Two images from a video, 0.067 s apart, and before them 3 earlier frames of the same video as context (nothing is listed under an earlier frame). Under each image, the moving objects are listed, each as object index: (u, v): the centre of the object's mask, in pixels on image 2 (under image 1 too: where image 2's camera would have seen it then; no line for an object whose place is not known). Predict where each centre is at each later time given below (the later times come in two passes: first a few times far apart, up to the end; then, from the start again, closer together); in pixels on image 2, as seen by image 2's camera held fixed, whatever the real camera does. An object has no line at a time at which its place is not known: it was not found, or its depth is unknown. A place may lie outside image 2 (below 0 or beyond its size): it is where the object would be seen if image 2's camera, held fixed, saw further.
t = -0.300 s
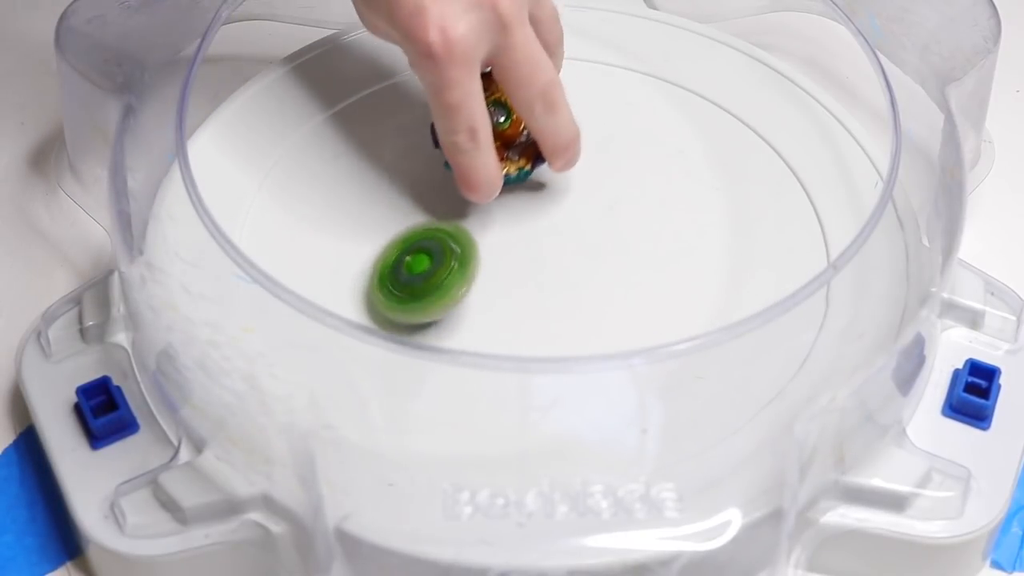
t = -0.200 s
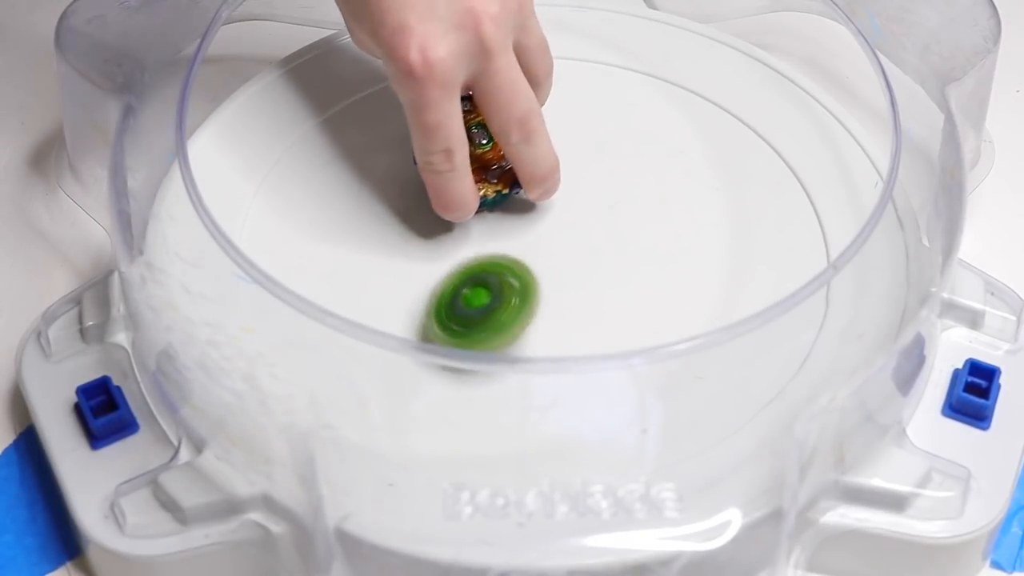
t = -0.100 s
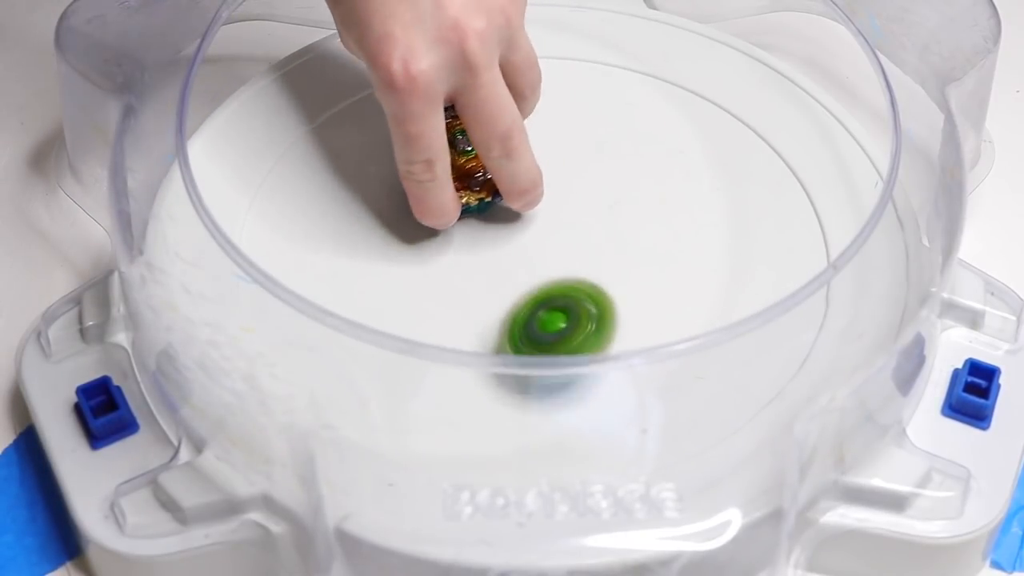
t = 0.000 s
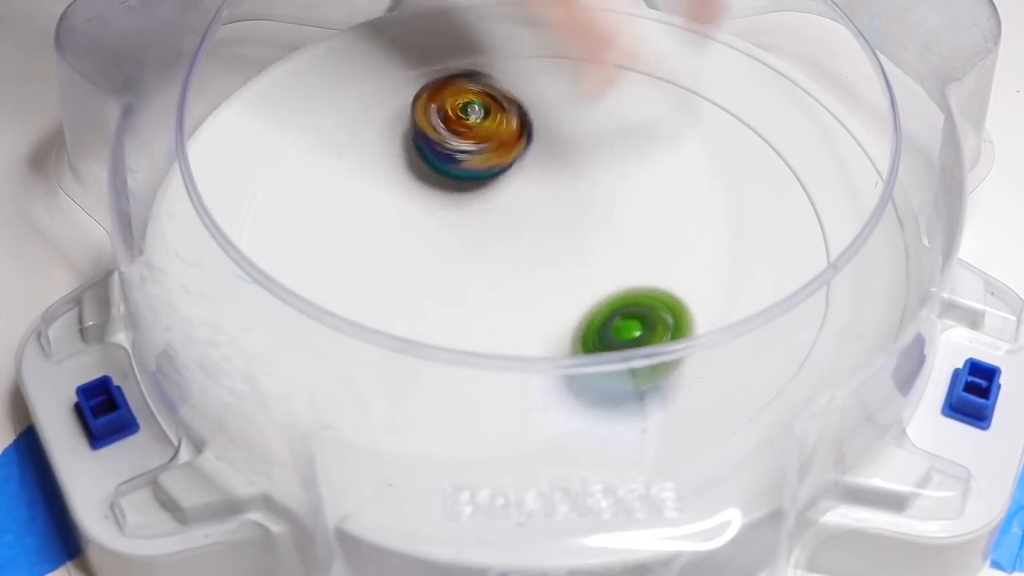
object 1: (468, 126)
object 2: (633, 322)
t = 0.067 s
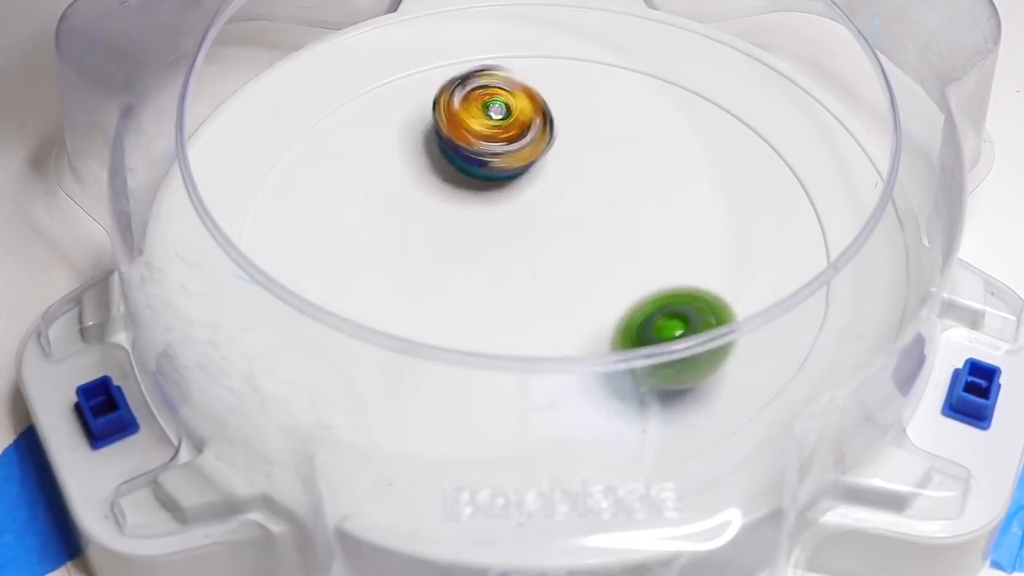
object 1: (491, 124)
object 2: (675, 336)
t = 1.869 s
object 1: (636, 226)
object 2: (390, 209)
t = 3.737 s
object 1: (434, 191)
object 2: (742, 308)
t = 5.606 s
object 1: (521, 259)
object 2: (664, 243)
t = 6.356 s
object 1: (492, 203)
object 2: (524, 324)
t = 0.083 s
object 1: (496, 125)
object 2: (683, 336)
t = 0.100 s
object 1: (502, 127)
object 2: (691, 336)
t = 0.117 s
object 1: (507, 129)
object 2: (700, 334)
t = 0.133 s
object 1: (512, 133)
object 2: (709, 331)
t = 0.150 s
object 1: (518, 137)
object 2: (715, 330)
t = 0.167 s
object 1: (522, 142)
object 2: (722, 326)
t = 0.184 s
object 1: (527, 145)
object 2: (727, 324)
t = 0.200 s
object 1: (531, 152)
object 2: (734, 322)
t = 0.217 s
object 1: (535, 158)
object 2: (738, 320)
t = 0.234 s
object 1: (540, 164)
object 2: (742, 318)
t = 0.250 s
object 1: (545, 170)
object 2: (743, 318)
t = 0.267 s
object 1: (549, 176)
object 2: (750, 315)
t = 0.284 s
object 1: (553, 182)
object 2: (750, 315)
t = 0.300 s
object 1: (556, 189)
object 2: (751, 312)
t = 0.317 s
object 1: (560, 195)
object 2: (749, 309)
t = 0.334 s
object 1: (563, 201)
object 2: (748, 304)
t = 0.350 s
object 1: (567, 207)
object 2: (745, 300)
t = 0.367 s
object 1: (570, 212)
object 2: (737, 290)
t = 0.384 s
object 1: (572, 217)
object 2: (735, 288)
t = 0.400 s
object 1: (574, 223)
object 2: (732, 287)
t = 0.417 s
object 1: (577, 227)
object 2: (728, 286)
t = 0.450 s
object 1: (582, 236)
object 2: (716, 285)
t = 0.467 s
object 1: (583, 239)
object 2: (707, 285)
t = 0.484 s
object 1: (584, 242)
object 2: (697, 286)
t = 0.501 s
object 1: (575, 237)
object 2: (700, 293)
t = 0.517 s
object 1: (565, 227)
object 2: (702, 301)
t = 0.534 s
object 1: (557, 217)
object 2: (710, 324)
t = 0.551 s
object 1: (548, 211)
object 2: (717, 346)
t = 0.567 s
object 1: (539, 203)
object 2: (718, 357)
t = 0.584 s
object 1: (533, 194)
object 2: (722, 375)
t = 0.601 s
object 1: (525, 187)
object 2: (724, 378)
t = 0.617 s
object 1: (518, 184)
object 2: (721, 386)
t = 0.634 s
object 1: (513, 176)
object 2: (714, 388)
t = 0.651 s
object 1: (507, 169)
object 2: (699, 398)
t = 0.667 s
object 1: (503, 165)
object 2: (695, 394)
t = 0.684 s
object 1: (497, 162)
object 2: (686, 395)
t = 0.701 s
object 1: (495, 158)
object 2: (666, 401)
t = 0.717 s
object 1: (492, 153)
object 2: (650, 405)
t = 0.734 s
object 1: (489, 153)
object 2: (639, 404)
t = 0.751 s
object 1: (486, 150)
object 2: (628, 402)
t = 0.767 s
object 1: (484, 149)
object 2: (614, 402)
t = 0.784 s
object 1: (483, 149)
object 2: (604, 391)
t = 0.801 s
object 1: (482, 149)
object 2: (592, 387)
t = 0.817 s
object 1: (482, 150)
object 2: (581, 378)
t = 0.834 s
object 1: (482, 152)
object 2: (569, 374)
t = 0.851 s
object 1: (482, 154)
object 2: (557, 356)
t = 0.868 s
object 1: (483, 156)
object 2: (547, 355)
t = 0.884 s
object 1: (485, 159)
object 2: (536, 346)
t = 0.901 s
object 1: (488, 162)
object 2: (532, 325)
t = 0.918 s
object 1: (490, 165)
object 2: (519, 322)
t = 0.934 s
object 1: (491, 169)
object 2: (508, 317)
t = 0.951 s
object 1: (492, 173)
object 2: (495, 312)
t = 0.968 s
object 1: (493, 178)
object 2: (484, 304)
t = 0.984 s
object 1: (496, 183)
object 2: (474, 296)
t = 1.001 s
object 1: (498, 187)
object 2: (464, 287)
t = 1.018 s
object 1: (500, 190)
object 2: (454, 279)
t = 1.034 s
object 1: (505, 193)
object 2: (437, 277)
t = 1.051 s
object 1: (512, 196)
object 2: (419, 276)
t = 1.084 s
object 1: (525, 198)
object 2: (383, 274)
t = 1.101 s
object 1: (531, 200)
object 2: (367, 272)
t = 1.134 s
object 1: (541, 204)
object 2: (341, 265)
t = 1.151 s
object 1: (545, 206)
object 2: (331, 265)
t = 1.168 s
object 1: (551, 209)
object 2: (321, 261)
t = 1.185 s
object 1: (555, 211)
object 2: (314, 259)
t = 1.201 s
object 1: (558, 214)
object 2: (307, 257)
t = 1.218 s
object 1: (562, 217)
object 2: (302, 256)
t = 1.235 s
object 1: (566, 220)
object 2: (298, 254)
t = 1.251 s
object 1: (570, 223)
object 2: (295, 253)
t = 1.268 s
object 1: (573, 226)
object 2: (294, 253)
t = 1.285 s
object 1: (575, 229)
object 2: (293, 253)
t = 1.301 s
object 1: (579, 232)
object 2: (293, 254)
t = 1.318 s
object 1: (580, 235)
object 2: (295, 255)
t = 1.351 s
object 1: (585, 239)
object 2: (302, 258)
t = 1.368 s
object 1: (587, 242)
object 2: (307, 260)
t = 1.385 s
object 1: (588, 243)
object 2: (313, 261)
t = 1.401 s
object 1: (589, 245)
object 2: (320, 264)
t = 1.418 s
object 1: (590, 247)
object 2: (328, 266)
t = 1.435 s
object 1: (591, 248)
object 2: (336, 269)
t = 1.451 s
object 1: (591, 248)
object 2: (347, 271)
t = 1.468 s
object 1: (591, 249)
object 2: (359, 272)
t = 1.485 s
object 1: (591, 249)
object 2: (373, 273)
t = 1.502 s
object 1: (591, 248)
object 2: (387, 274)
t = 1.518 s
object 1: (591, 249)
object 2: (401, 274)
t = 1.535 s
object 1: (590, 248)
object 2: (415, 273)
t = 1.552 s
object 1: (588, 249)
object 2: (429, 274)
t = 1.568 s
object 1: (587, 249)
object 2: (444, 273)
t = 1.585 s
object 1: (585, 249)
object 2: (458, 271)
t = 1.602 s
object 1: (592, 248)
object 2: (458, 269)
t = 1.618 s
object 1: (601, 247)
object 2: (452, 266)
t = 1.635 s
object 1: (610, 246)
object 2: (447, 262)
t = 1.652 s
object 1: (616, 245)
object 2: (442, 260)
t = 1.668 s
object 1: (623, 244)
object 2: (436, 256)
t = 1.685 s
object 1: (629, 242)
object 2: (430, 252)
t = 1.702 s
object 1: (632, 241)
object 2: (425, 249)
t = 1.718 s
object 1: (636, 238)
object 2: (420, 245)
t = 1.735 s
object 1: (638, 237)
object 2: (415, 241)
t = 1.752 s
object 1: (640, 236)
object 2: (411, 238)
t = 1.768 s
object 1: (641, 234)
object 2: (407, 233)
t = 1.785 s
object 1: (641, 233)
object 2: (402, 229)
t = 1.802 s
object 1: (640, 231)
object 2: (399, 225)
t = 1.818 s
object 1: (639, 229)
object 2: (397, 221)
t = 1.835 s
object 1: (639, 229)
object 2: (394, 218)
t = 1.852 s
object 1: (636, 228)
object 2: (392, 213)
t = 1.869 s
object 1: (636, 226)
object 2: (390, 209)
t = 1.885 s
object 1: (632, 226)
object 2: (389, 206)
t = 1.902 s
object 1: (629, 225)
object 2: (388, 202)
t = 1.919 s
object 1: (625, 225)
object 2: (387, 199)
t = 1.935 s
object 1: (623, 224)
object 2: (387, 197)
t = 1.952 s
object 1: (620, 223)
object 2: (388, 194)
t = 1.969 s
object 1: (615, 222)
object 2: (388, 193)
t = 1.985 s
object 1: (611, 222)
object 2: (390, 191)
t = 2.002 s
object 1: (605, 222)
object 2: (392, 189)
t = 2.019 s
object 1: (602, 221)
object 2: (395, 188)
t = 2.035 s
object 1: (596, 220)
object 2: (398, 186)
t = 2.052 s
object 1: (592, 219)
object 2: (402, 186)
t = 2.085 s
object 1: (578, 218)
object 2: (411, 184)
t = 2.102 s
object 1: (571, 217)
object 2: (416, 184)
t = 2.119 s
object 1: (566, 215)
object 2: (422, 184)
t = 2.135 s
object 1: (558, 215)
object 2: (428, 185)
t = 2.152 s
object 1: (553, 213)
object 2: (433, 185)
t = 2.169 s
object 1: (554, 216)
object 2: (430, 180)
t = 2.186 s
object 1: (555, 221)
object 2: (423, 173)
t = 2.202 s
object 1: (557, 223)
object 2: (418, 166)
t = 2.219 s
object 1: (558, 225)
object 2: (413, 161)
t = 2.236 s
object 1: (560, 228)
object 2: (409, 154)
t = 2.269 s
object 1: (562, 234)
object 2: (401, 144)
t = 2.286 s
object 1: (564, 236)
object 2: (399, 140)
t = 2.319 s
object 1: (566, 239)
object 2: (395, 133)
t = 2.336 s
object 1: (566, 239)
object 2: (394, 131)
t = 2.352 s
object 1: (566, 239)
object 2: (393, 128)
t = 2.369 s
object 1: (567, 239)
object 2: (392, 127)
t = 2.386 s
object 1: (567, 238)
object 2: (392, 127)
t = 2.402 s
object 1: (567, 238)
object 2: (392, 126)
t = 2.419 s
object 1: (566, 237)
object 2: (393, 127)
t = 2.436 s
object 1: (565, 237)
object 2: (395, 127)
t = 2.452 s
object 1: (563, 237)
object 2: (397, 127)
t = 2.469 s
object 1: (563, 238)
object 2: (399, 129)
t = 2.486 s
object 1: (561, 237)
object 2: (402, 132)
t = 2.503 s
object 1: (560, 238)
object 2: (405, 134)
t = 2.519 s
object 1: (558, 238)
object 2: (408, 137)
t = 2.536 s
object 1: (557, 239)
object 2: (412, 140)
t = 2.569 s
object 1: (553, 240)
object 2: (422, 146)
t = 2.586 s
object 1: (553, 241)
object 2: (427, 150)
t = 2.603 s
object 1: (551, 242)
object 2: (432, 153)
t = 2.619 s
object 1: (551, 243)
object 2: (438, 157)
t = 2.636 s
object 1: (550, 244)
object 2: (444, 160)
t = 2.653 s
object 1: (551, 245)
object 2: (451, 163)
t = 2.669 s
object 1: (551, 244)
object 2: (458, 168)
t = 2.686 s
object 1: (552, 245)
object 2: (465, 171)
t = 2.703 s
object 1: (553, 245)
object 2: (471, 173)
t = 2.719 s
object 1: (554, 247)
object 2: (479, 174)
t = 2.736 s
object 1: (552, 253)
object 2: (490, 165)
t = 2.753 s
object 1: (550, 265)
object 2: (503, 162)
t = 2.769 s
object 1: (550, 271)
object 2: (514, 159)
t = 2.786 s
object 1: (547, 282)
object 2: (527, 150)
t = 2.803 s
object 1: (544, 289)
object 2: (538, 146)
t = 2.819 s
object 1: (543, 292)
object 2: (549, 139)
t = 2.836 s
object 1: (538, 302)
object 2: (559, 133)
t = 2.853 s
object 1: (533, 304)
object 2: (568, 130)
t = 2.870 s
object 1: (530, 307)
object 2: (579, 123)
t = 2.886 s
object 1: (525, 311)
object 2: (588, 120)
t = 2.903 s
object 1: (519, 312)
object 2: (597, 116)
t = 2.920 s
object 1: (515, 313)
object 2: (605, 114)
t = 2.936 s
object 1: (511, 316)
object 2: (613, 111)
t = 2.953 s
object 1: (507, 317)
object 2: (620, 109)
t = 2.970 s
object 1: (505, 317)
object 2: (625, 107)
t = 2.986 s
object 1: (503, 318)
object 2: (632, 106)
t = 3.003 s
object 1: (503, 318)
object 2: (637, 105)
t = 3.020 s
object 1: (504, 318)
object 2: (641, 103)
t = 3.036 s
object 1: (504, 317)
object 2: (645, 104)
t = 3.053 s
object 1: (504, 317)
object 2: (648, 105)
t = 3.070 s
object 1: (505, 316)
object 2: (650, 105)
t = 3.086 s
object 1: (506, 314)
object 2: (652, 107)
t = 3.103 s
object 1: (507, 314)
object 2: (653, 109)
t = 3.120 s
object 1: (508, 313)
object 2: (653, 112)
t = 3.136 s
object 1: (508, 310)
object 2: (652, 115)
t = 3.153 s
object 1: (507, 309)
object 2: (653, 118)
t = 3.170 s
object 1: (508, 306)
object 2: (651, 123)
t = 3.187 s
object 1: (508, 303)
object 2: (649, 126)
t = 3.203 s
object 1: (509, 300)
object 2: (647, 132)
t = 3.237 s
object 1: (511, 291)
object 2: (640, 142)
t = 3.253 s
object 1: (513, 287)
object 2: (637, 149)
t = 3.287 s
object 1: (517, 277)
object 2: (629, 161)
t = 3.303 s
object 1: (521, 271)
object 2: (625, 169)
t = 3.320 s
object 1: (523, 266)
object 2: (621, 177)
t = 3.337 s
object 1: (526, 261)
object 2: (616, 183)
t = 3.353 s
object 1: (530, 254)
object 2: (615, 189)
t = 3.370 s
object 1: (518, 242)
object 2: (624, 197)
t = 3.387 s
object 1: (504, 233)
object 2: (643, 204)
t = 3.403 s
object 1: (489, 228)
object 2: (657, 212)
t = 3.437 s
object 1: (465, 214)
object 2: (691, 224)
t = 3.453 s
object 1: (455, 208)
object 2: (707, 235)
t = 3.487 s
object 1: (437, 196)
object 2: (734, 250)
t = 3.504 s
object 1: (429, 192)
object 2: (745, 256)
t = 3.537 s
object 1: (420, 185)
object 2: (761, 264)
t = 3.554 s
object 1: (417, 182)
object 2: (768, 267)
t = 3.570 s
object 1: (415, 182)
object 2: (780, 278)
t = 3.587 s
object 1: (414, 180)
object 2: (790, 285)
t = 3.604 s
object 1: (414, 181)
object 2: (796, 287)
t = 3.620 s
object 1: (415, 181)
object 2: (805, 301)
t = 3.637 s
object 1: (416, 182)
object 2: (795, 291)
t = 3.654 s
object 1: (419, 183)
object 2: (793, 309)
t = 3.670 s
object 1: (421, 185)
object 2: (781, 299)
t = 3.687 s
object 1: (424, 186)
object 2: (772, 305)
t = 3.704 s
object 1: (427, 188)
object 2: (763, 305)
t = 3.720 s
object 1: (431, 189)
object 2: (755, 310)
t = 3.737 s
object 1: (434, 191)
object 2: (742, 308)
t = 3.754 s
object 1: (438, 193)
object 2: (732, 311)
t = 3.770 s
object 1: (443, 194)
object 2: (716, 311)
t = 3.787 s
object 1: (448, 197)
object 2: (705, 303)
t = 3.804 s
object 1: (452, 200)
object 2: (691, 305)
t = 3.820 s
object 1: (458, 202)
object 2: (681, 308)
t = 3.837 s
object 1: (462, 203)
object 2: (665, 309)
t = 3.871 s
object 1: (473, 209)
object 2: (636, 310)
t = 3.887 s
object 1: (478, 212)
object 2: (626, 312)
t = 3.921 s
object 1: (490, 219)
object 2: (596, 311)
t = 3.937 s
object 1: (496, 223)
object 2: (580, 312)
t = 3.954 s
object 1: (502, 226)
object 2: (567, 310)
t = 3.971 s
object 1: (507, 229)
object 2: (550, 311)
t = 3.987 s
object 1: (515, 227)
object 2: (540, 314)
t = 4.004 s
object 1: (523, 225)
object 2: (521, 317)
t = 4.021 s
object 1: (530, 224)
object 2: (506, 315)
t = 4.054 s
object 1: (543, 221)
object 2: (474, 315)
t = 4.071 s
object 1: (548, 219)
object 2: (459, 313)
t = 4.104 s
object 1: (556, 218)
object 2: (428, 308)
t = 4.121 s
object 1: (559, 217)
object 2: (415, 308)
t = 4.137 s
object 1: (560, 216)
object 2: (399, 302)
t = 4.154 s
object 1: (561, 215)
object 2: (388, 299)
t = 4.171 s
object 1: (562, 215)
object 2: (374, 297)
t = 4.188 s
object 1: (562, 215)
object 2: (365, 290)
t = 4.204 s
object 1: (562, 214)
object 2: (356, 291)
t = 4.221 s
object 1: (562, 214)
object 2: (345, 283)
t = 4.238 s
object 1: (562, 214)
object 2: (339, 280)
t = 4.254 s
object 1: (560, 214)
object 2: (331, 278)
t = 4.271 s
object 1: (558, 215)
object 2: (325, 271)
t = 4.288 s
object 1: (558, 215)
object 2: (321, 270)
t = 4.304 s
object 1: (556, 216)
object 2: (314, 265)
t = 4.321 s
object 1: (554, 217)
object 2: (311, 260)
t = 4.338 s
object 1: (553, 217)
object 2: (306, 259)
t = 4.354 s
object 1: (551, 218)
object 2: (304, 253)
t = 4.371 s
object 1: (549, 219)
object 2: (303, 251)
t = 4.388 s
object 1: (546, 220)
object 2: (300, 248)
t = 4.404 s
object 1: (545, 222)
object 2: (300, 244)
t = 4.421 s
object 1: (543, 223)
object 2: (301, 242)
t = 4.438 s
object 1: (541, 225)
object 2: (303, 239)
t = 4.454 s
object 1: (540, 226)
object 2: (305, 235)
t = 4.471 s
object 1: (539, 227)
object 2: (309, 231)
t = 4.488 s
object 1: (537, 229)
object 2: (313, 228)
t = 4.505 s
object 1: (536, 231)
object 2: (319, 225)
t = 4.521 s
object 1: (535, 232)
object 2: (325, 221)
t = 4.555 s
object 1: (532, 234)
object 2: (336, 215)
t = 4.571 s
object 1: (531, 236)
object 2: (344, 211)
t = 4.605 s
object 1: (528, 238)
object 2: (360, 204)
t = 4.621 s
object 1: (527, 240)
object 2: (368, 200)
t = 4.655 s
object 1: (525, 242)
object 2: (388, 193)
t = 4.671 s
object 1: (523, 243)
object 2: (398, 189)
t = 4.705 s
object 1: (521, 247)
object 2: (417, 180)
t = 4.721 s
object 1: (520, 247)
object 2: (427, 175)
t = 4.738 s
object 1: (518, 249)
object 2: (437, 170)
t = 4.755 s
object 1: (519, 251)
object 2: (448, 164)
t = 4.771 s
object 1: (518, 252)
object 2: (457, 161)
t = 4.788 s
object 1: (517, 252)
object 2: (469, 156)
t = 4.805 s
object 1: (517, 254)
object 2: (480, 152)
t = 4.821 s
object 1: (518, 257)
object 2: (489, 147)
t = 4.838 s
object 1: (518, 257)
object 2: (499, 141)
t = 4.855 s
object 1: (518, 257)
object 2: (508, 138)
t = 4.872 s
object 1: (518, 259)
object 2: (517, 133)
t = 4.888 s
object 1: (520, 260)
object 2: (526, 128)
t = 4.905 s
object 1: (521, 261)
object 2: (533, 124)
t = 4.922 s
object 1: (522, 261)
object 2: (542, 120)
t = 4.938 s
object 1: (524, 262)
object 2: (549, 116)
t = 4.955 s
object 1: (526, 262)
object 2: (555, 112)
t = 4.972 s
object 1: (527, 262)
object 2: (562, 109)
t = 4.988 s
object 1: (528, 262)
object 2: (568, 107)
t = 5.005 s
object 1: (531, 262)
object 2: (573, 104)
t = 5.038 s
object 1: (534, 261)
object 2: (581, 101)
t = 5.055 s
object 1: (535, 261)
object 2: (585, 101)
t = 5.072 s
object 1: (537, 261)
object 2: (589, 100)
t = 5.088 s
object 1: (538, 260)
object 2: (590, 100)
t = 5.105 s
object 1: (540, 259)
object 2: (592, 101)
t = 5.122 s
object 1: (540, 258)
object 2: (595, 103)
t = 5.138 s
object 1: (542, 257)
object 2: (596, 104)
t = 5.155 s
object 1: (543, 256)
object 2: (598, 105)
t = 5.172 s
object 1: (544, 255)
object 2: (598, 109)
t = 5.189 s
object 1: (546, 254)
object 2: (599, 112)
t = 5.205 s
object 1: (547, 253)
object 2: (601, 115)
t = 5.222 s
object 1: (547, 252)
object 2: (600, 118)
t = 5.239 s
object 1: (548, 250)
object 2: (601, 123)
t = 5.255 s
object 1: (549, 249)
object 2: (603, 127)
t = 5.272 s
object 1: (549, 248)
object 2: (603, 133)
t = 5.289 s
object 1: (550, 247)
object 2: (605, 138)
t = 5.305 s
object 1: (550, 245)
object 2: (604, 148)
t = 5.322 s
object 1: (551, 244)
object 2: (606, 153)
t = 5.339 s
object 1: (548, 243)
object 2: (614, 157)
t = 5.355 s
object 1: (542, 246)
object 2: (617, 162)
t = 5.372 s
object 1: (537, 249)
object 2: (624, 165)
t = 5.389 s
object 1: (533, 252)
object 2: (631, 169)
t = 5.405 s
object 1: (529, 253)
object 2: (634, 175)
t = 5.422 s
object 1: (526, 255)
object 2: (639, 179)
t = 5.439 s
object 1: (523, 256)
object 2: (644, 185)
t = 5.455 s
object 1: (521, 258)
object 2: (646, 191)
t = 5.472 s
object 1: (520, 258)
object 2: (649, 197)
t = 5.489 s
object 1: (520, 259)
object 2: (654, 203)
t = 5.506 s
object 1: (520, 260)
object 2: (656, 208)
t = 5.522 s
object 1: (520, 260)
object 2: (658, 214)
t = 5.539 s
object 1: (520, 259)
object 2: (661, 220)
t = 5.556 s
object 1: (520, 259)
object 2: (661, 226)
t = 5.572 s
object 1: (521, 259)
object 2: (663, 231)
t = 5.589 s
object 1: (522, 259)
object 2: (665, 237)
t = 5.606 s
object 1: (521, 259)
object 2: (664, 243)
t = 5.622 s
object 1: (521, 258)
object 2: (665, 248)
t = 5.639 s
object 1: (521, 259)
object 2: (666, 254)
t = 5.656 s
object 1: (522, 258)
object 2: (664, 259)
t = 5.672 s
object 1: (522, 258)
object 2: (663, 264)
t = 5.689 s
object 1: (521, 258)
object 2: (662, 270)
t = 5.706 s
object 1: (521, 258)
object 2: (659, 274)
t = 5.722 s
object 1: (522, 257)
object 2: (657, 279)
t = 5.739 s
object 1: (522, 256)
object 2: (655, 285)
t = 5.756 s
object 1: (521, 257)
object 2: (651, 288)
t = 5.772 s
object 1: (522, 257)
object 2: (649, 293)
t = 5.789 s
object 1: (522, 256)
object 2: (645, 298)
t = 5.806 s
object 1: (522, 255)
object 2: (640, 300)
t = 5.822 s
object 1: (522, 256)
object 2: (635, 303)
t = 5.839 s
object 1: (522, 255)
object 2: (632, 306)
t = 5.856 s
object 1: (521, 254)
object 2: (625, 308)
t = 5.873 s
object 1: (518, 251)
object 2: (624, 310)
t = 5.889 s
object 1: (514, 248)
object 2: (624, 315)
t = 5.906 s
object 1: (510, 246)
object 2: (620, 316)
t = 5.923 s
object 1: (506, 244)
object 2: (618, 318)
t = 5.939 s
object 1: (503, 241)
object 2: (617, 321)
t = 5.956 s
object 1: (501, 240)
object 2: (612, 321)
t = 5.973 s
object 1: (500, 239)
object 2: (609, 322)
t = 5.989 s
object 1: (498, 238)
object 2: (608, 324)
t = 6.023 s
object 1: (496, 238)
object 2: (598, 324)
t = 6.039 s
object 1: (496, 238)
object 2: (596, 326)
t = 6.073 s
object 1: (495, 237)
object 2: (585, 325)
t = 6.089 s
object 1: (496, 238)
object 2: (581, 325)
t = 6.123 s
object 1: (497, 237)
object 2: (568, 322)
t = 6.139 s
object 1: (497, 237)
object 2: (564, 322)
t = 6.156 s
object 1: (498, 237)
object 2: (555, 323)
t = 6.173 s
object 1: (499, 235)
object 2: (549, 319)
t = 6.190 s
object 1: (498, 232)
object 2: (546, 320)
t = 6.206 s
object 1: (496, 227)
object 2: (543, 325)
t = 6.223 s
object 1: (494, 222)
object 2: (541, 324)
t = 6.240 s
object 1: (494, 216)
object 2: (540, 325)
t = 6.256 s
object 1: (492, 212)
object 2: (537, 328)
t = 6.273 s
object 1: (490, 209)
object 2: (533, 327)
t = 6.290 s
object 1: (492, 207)
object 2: (531, 326)
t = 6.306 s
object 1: (492, 205)
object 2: (530, 327)
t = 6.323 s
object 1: (490, 204)
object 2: (525, 326)
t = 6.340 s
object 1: (491, 203)
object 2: (524, 324)
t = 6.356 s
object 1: (492, 203)
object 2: (524, 324)
